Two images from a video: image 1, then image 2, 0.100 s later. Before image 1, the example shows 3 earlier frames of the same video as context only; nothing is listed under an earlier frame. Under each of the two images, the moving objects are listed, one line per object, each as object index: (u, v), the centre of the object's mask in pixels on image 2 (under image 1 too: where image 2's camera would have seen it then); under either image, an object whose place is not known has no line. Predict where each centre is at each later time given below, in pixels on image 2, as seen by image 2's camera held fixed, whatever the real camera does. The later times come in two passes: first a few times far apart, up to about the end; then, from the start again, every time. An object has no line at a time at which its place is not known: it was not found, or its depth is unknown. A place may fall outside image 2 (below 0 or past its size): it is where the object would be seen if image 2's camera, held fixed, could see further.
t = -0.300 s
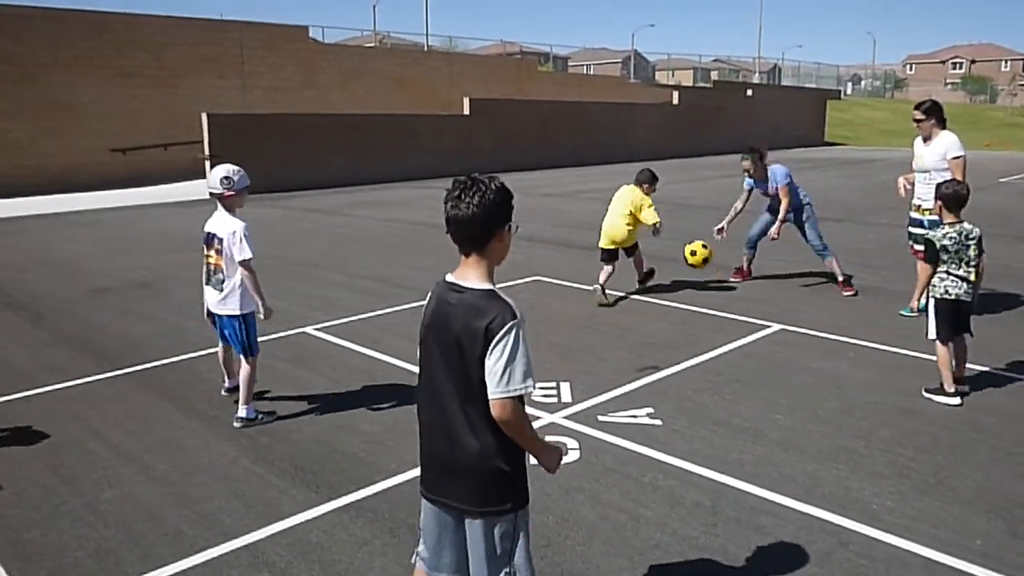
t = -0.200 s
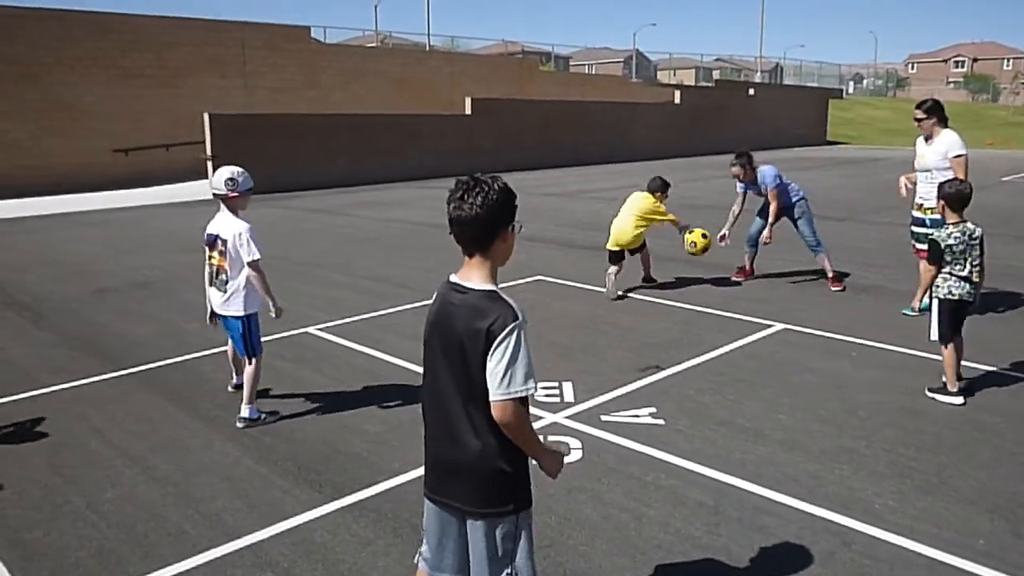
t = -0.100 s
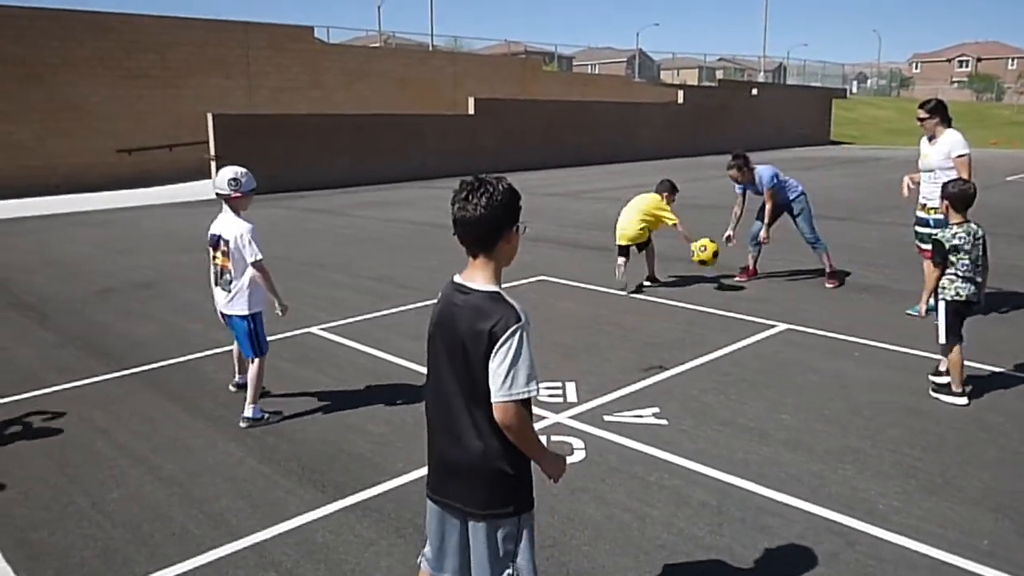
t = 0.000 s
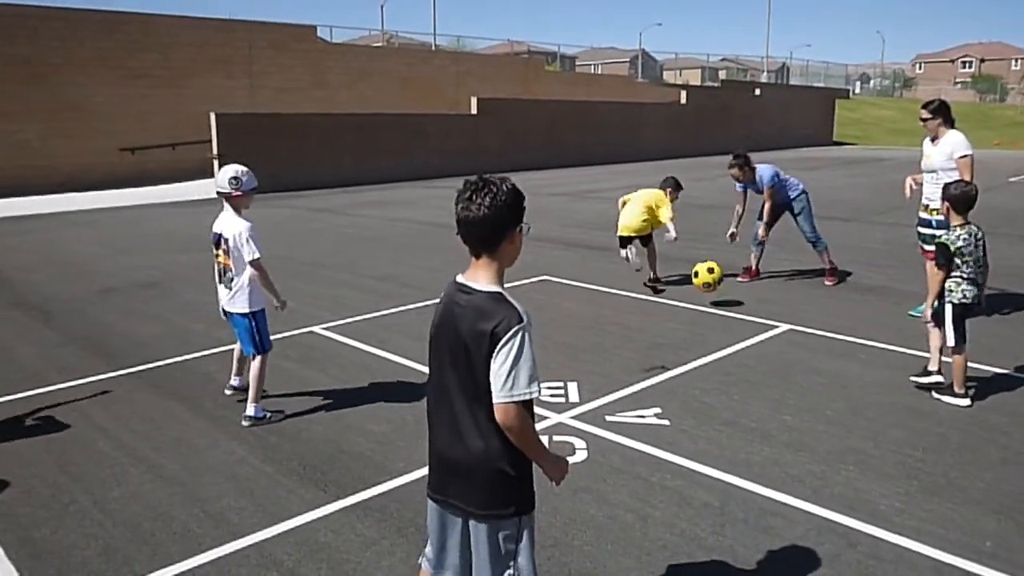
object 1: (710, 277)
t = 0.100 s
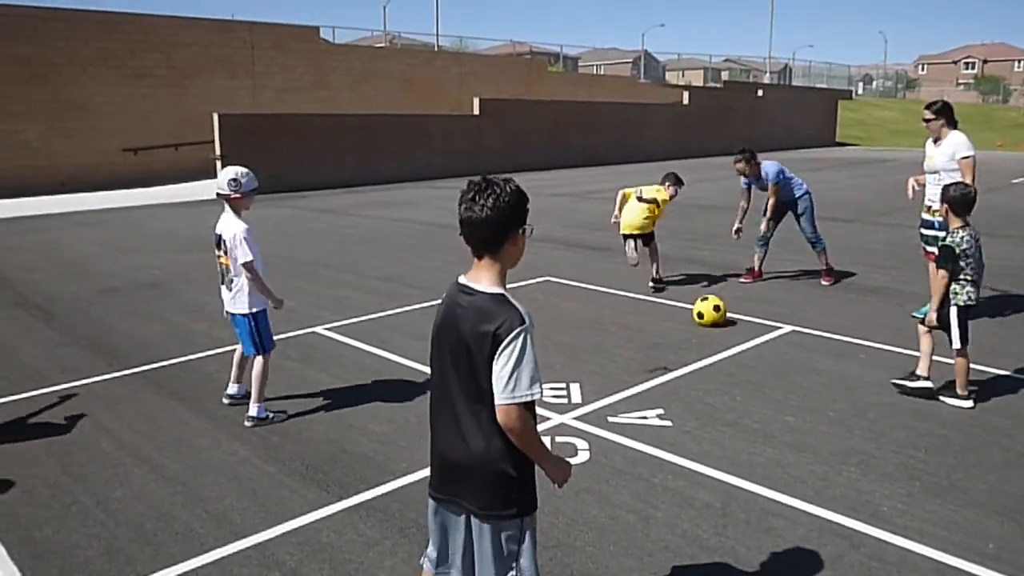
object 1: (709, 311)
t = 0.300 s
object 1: (715, 306)
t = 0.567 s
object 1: (725, 371)
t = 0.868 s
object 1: (750, 449)
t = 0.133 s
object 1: (710, 307)
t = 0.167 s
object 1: (711, 304)
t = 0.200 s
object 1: (712, 302)
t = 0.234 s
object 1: (713, 302)
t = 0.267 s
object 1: (714, 303)
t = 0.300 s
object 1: (715, 306)
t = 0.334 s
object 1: (716, 311)
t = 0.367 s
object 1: (717, 318)
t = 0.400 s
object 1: (718, 327)
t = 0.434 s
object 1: (719, 338)
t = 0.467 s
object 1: (720, 351)
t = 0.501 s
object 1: (720, 367)
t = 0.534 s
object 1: (722, 374)
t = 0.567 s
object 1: (725, 371)
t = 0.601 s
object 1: (727, 370)
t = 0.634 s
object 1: (730, 371)
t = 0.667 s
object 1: (732, 373)
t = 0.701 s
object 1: (735, 378)
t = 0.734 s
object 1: (738, 386)
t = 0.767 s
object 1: (741, 397)
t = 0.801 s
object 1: (744, 410)
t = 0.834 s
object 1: (747, 428)
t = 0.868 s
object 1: (750, 449)
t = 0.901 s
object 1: (753, 472)
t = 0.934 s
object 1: (758, 480)
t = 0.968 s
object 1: (765, 483)
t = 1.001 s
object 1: (770, 491)
